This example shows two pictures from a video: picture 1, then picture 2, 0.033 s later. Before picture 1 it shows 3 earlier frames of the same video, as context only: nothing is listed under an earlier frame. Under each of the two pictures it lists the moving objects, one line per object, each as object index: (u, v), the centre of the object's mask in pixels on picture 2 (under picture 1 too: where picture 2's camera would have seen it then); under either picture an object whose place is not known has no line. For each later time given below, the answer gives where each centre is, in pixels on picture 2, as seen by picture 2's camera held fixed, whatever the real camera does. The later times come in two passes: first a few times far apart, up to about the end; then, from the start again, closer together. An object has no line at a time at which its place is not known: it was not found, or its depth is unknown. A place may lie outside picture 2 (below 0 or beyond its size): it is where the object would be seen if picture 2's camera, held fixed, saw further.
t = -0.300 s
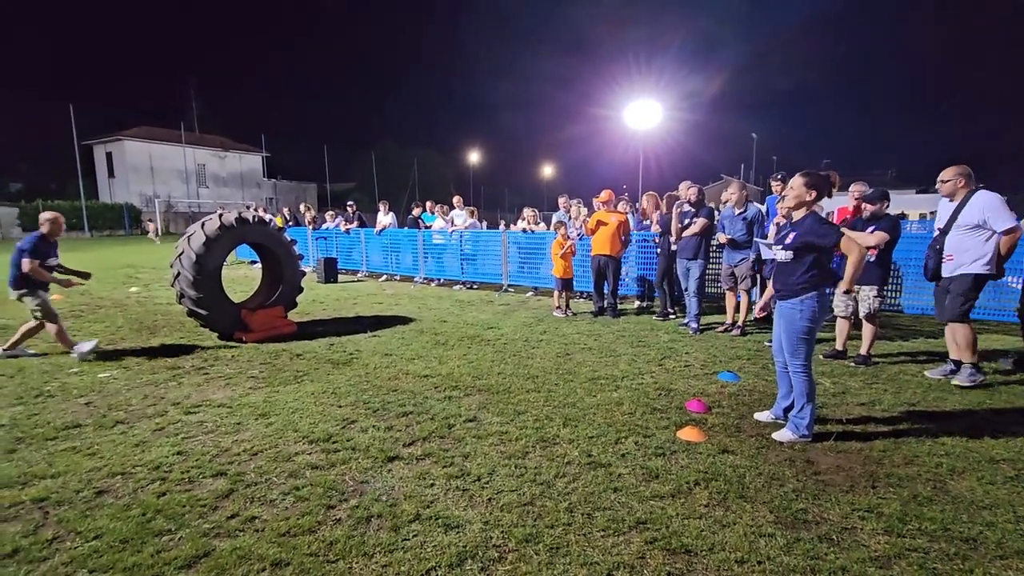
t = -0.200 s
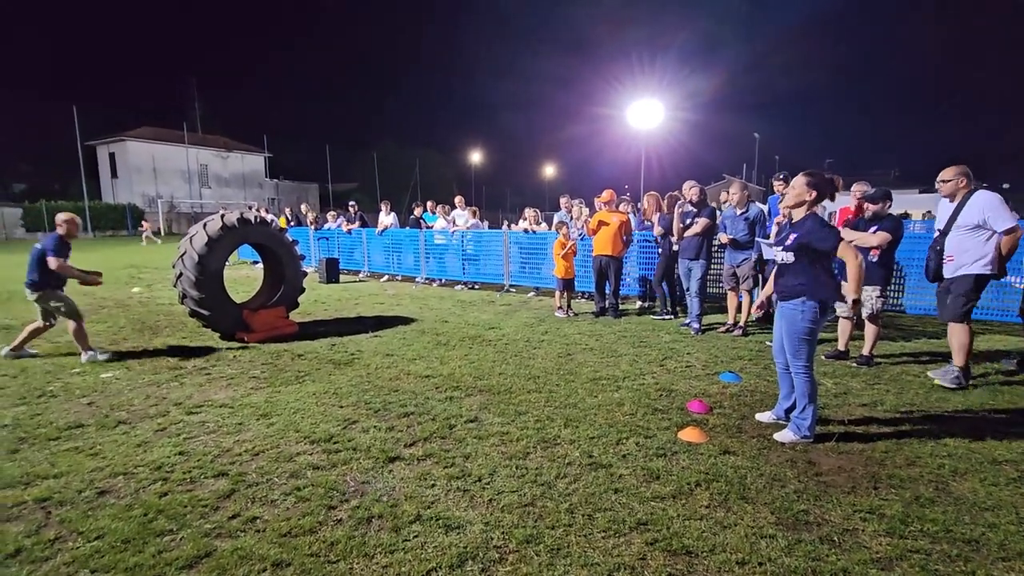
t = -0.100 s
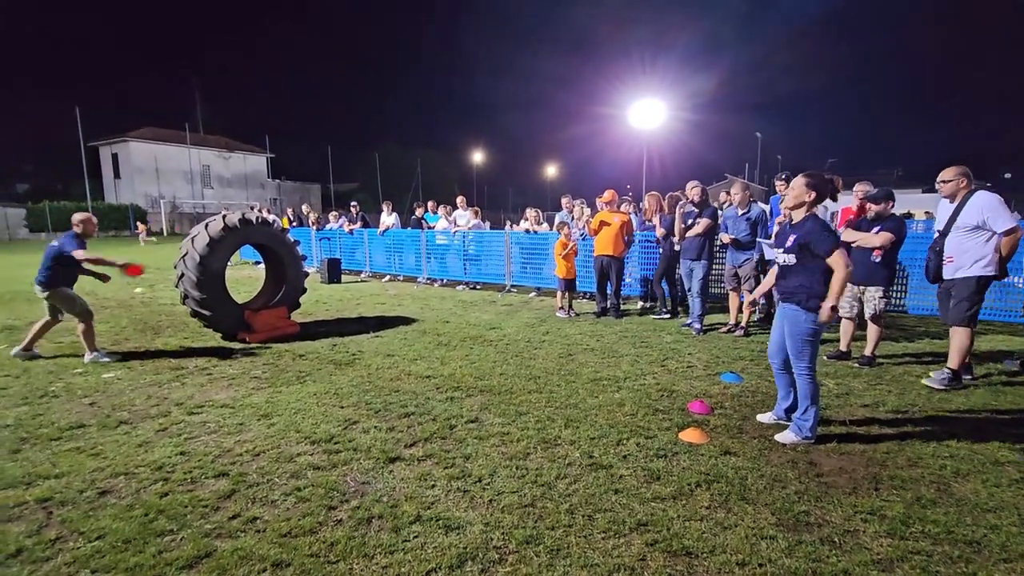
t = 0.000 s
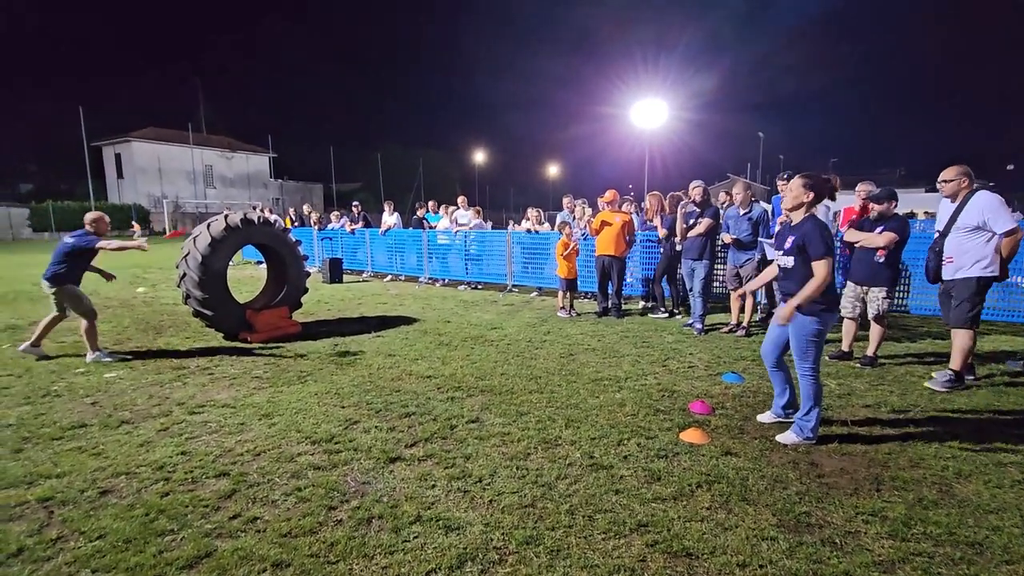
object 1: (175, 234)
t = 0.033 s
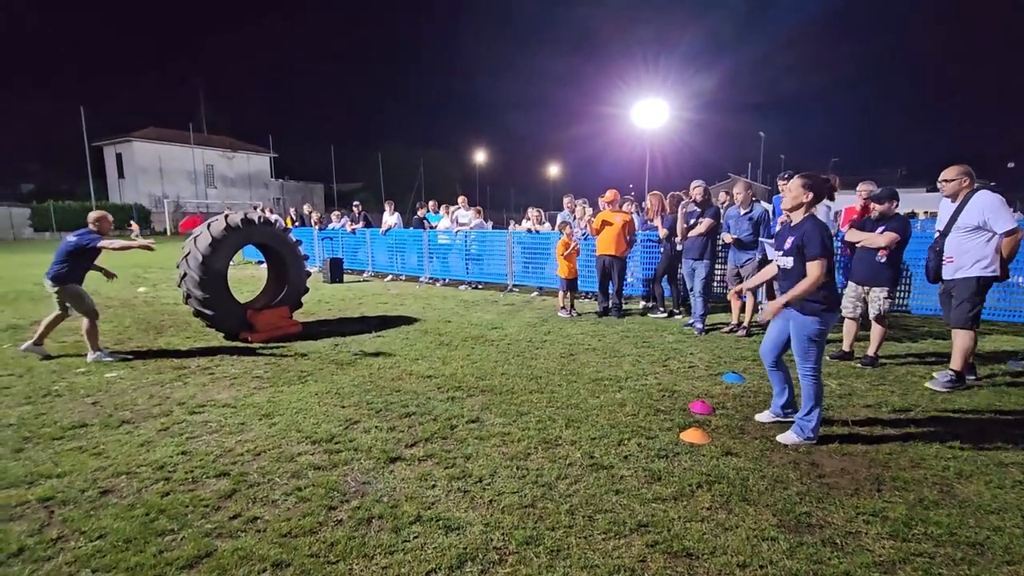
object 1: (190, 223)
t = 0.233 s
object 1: (279, 177)
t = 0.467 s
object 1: (391, 148)
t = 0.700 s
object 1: (504, 141)
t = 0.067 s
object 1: (203, 214)
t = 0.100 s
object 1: (216, 205)
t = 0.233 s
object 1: (279, 177)
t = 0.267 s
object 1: (293, 172)
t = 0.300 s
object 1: (310, 166)
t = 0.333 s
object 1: (327, 161)
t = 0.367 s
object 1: (342, 157)
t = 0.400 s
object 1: (357, 154)
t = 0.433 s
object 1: (374, 150)
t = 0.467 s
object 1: (391, 148)
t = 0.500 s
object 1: (407, 145)
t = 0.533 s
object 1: (423, 143)
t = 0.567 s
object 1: (439, 141)
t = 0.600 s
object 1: (457, 141)
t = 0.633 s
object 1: (473, 140)
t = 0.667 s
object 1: (489, 140)
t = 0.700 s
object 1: (504, 141)
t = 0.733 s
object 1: (520, 143)
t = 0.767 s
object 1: (536, 146)
